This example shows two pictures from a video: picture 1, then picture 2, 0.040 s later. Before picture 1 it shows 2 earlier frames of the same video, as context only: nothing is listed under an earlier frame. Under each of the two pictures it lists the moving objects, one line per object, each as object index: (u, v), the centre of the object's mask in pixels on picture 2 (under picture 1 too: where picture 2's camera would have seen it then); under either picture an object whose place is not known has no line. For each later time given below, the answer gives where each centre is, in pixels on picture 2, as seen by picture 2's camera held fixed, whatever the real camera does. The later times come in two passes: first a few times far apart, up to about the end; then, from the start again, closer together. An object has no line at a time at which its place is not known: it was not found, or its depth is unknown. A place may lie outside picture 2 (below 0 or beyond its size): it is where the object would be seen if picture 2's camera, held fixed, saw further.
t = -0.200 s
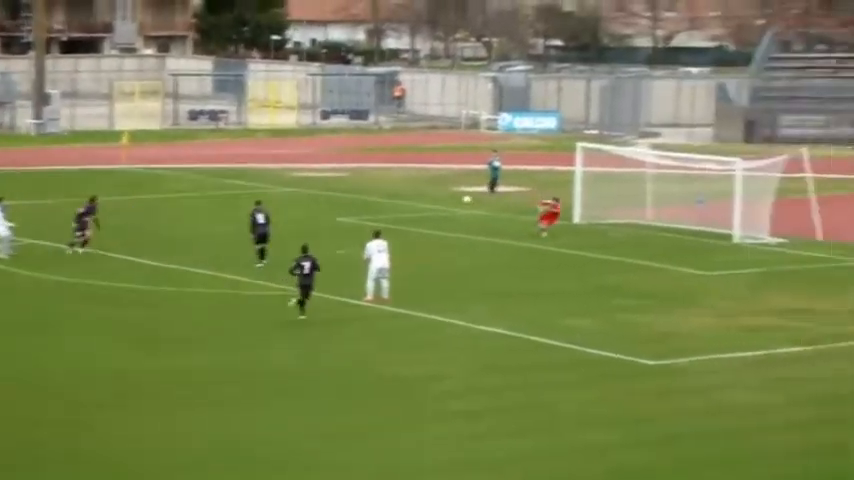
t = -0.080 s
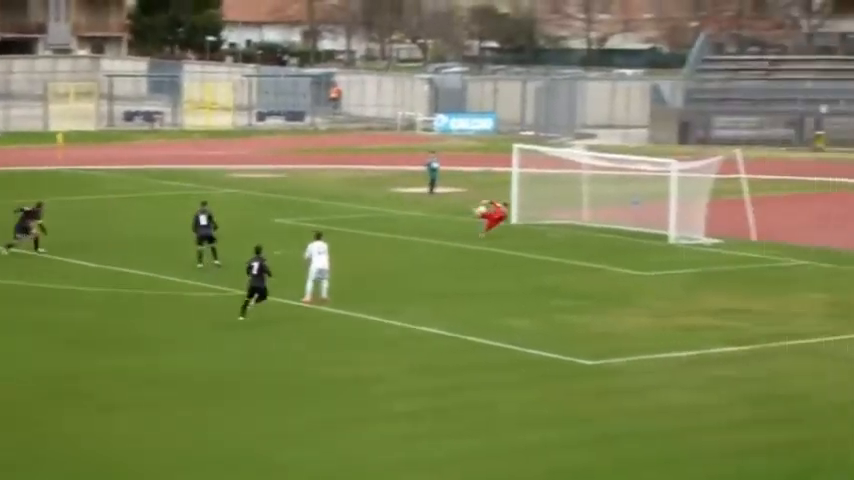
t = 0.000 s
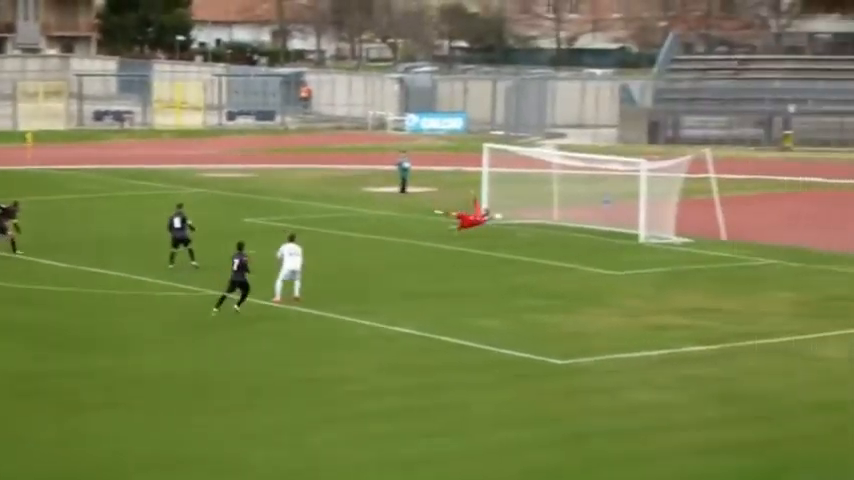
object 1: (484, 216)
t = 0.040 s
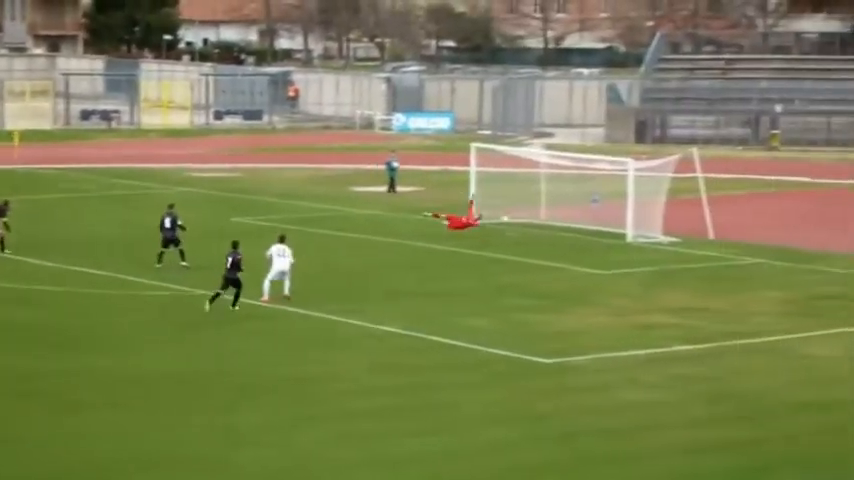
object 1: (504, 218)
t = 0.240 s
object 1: (597, 241)
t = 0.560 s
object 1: (692, 225)
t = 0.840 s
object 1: (768, 243)
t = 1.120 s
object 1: (846, 238)
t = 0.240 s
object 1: (597, 241)
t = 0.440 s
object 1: (656, 229)
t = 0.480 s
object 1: (668, 225)
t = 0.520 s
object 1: (680, 225)
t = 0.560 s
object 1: (692, 225)
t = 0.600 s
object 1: (703, 226)
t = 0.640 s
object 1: (715, 227)
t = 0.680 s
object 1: (725, 229)
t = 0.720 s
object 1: (735, 232)
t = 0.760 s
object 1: (747, 235)
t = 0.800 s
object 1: (757, 238)
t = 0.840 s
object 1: (768, 243)
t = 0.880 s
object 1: (779, 247)
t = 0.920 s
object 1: (790, 244)
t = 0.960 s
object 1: (802, 242)
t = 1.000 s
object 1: (813, 240)
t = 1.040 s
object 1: (824, 239)
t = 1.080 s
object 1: (835, 238)
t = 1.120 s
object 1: (846, 238)
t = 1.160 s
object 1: (856, 238)
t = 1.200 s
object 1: (867, 239)
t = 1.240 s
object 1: (879, 240)
